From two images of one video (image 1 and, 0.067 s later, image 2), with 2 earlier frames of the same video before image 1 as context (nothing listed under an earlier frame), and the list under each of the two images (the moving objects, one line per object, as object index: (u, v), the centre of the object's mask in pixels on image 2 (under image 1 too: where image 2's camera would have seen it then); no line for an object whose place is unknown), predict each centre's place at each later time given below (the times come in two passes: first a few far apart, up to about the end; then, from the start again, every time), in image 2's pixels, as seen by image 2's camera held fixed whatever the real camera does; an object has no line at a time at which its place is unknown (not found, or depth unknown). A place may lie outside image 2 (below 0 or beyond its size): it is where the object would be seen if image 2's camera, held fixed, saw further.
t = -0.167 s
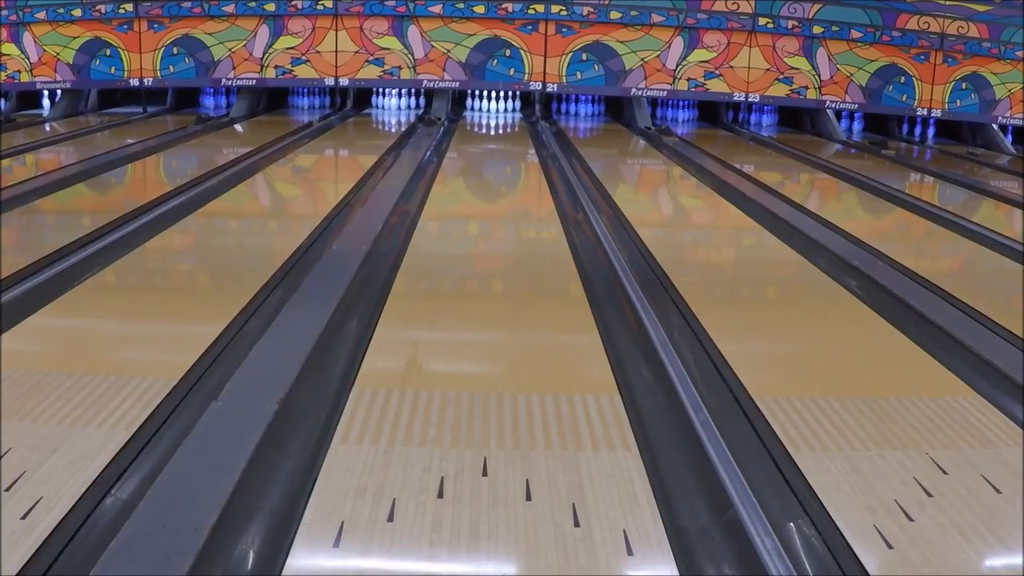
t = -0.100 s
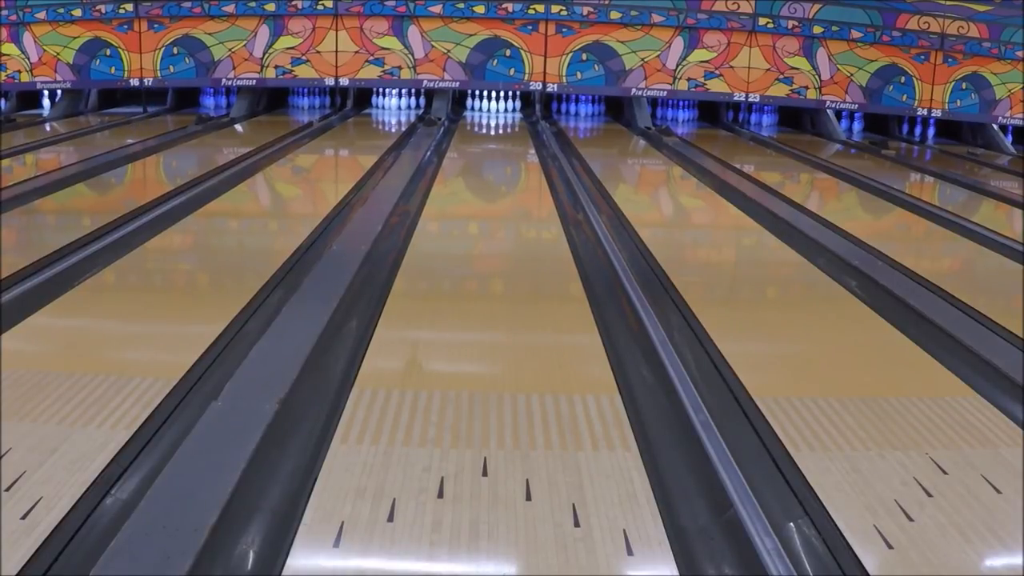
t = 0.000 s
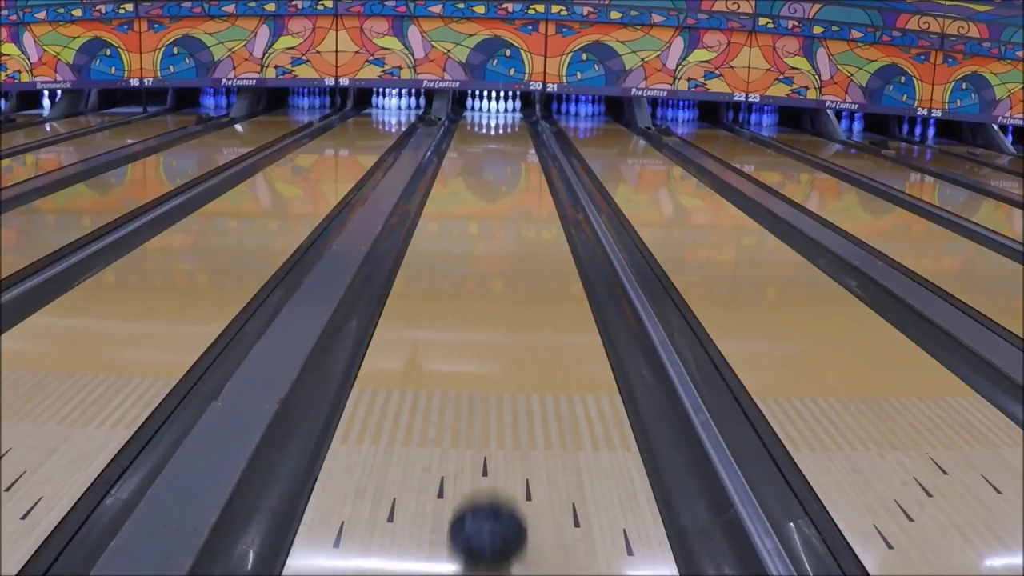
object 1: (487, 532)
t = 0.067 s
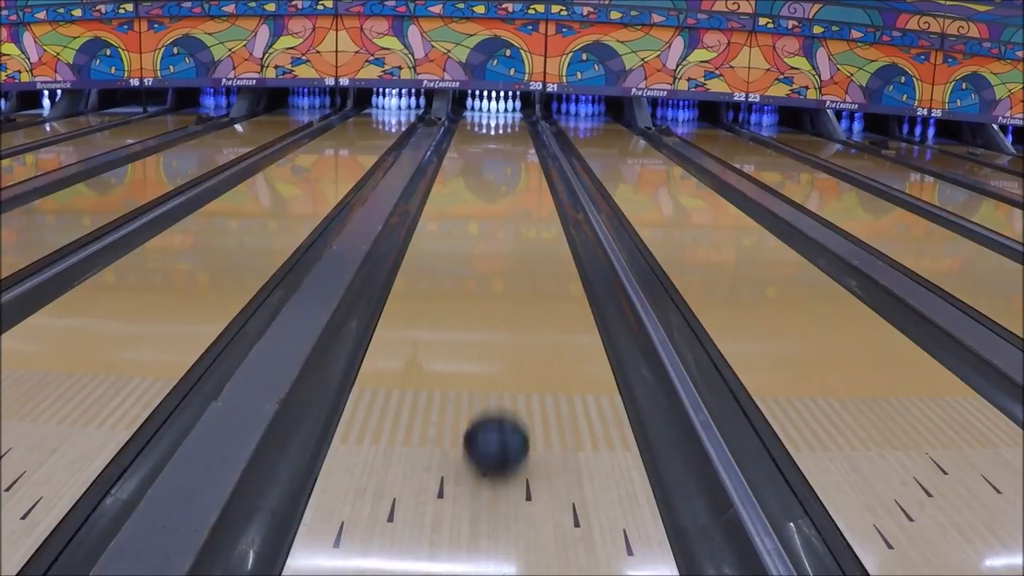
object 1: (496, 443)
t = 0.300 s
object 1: (509, 283)
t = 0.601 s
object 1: (515, 199)
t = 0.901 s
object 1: (516, 158)
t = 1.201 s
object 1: (514, 134)
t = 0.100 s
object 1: (499, 409)
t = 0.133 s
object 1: (501, 380)
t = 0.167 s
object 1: (504, 355)
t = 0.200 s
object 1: (505, 333)
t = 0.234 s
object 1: (507, 314)
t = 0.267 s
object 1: (508, 298)
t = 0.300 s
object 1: (509, 283)
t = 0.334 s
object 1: (510, 269)
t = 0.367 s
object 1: (511, 257)
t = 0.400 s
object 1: (512, 247)
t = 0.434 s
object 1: (513, 237)
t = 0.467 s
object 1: (513, 228)
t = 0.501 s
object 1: (514, 220)
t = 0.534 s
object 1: (514, 213)
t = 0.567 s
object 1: (514, 206)
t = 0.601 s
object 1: (515, 199)
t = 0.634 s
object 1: (515, 193)
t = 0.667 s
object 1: (515, 187)
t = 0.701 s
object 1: (515, 182)
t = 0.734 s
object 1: (516, 177)
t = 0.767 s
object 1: (516, 173)
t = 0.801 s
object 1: (516, 169)
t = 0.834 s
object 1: (516, 165)
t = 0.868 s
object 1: (516, 161)
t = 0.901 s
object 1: (516, 158)
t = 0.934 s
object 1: (516, 155)
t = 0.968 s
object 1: (516, 151)
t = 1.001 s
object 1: (516, 148)
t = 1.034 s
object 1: (516, 146)
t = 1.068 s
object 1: (515, 143)
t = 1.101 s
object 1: (515, 140)
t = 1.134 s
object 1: (515, 138)
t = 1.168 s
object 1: (514, 136)
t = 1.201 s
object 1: (514, 134)
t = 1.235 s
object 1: (513, 132)
